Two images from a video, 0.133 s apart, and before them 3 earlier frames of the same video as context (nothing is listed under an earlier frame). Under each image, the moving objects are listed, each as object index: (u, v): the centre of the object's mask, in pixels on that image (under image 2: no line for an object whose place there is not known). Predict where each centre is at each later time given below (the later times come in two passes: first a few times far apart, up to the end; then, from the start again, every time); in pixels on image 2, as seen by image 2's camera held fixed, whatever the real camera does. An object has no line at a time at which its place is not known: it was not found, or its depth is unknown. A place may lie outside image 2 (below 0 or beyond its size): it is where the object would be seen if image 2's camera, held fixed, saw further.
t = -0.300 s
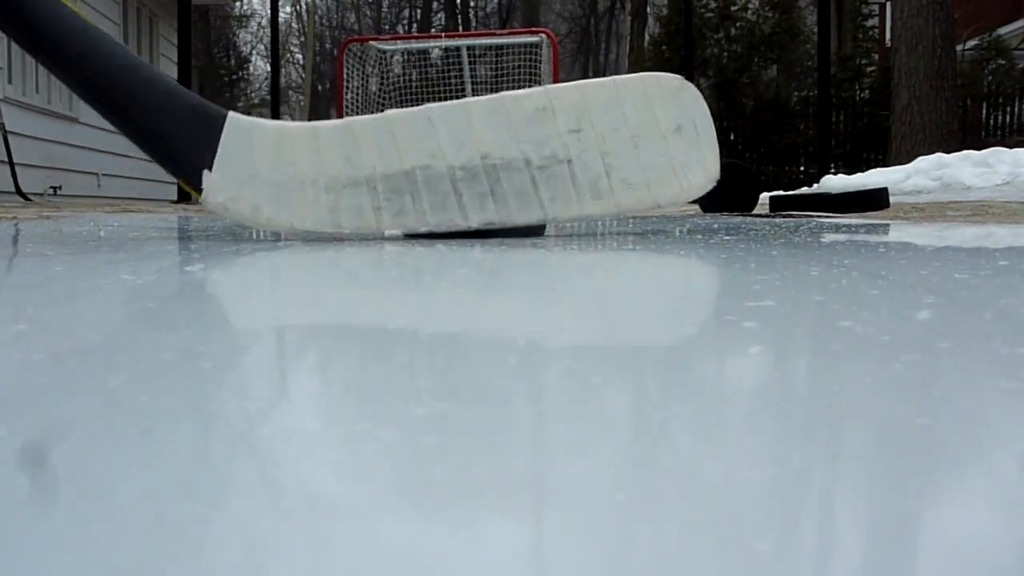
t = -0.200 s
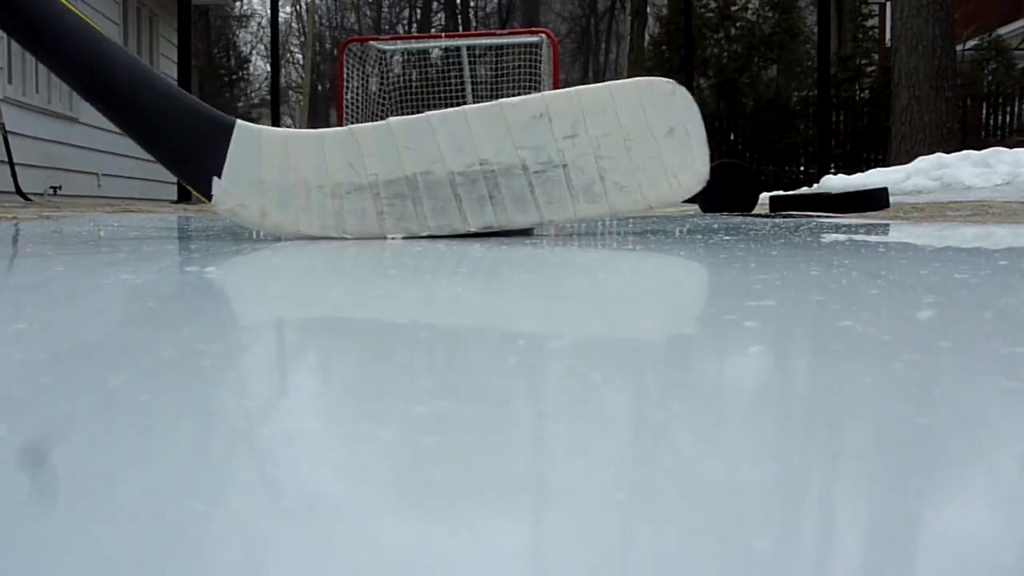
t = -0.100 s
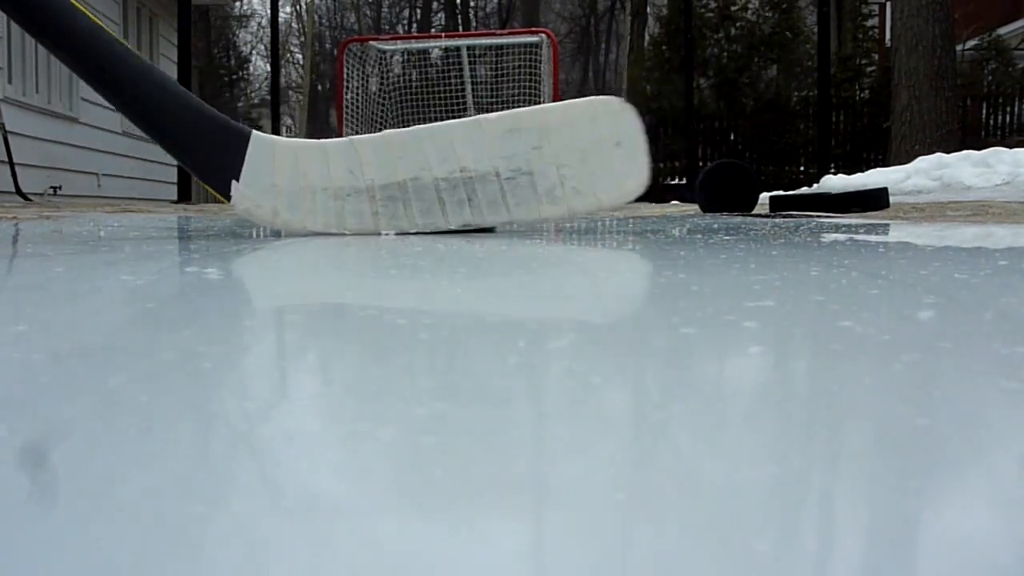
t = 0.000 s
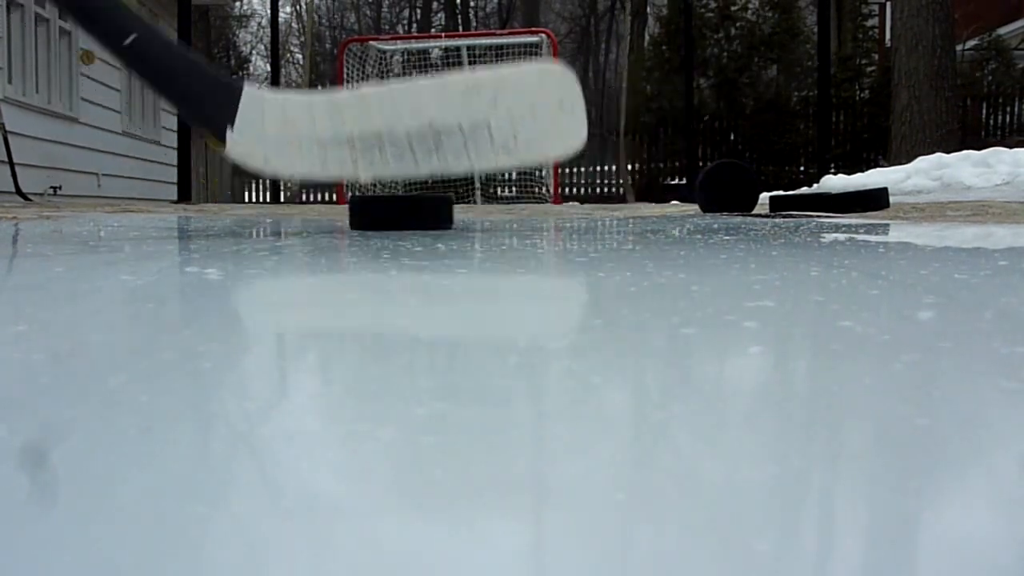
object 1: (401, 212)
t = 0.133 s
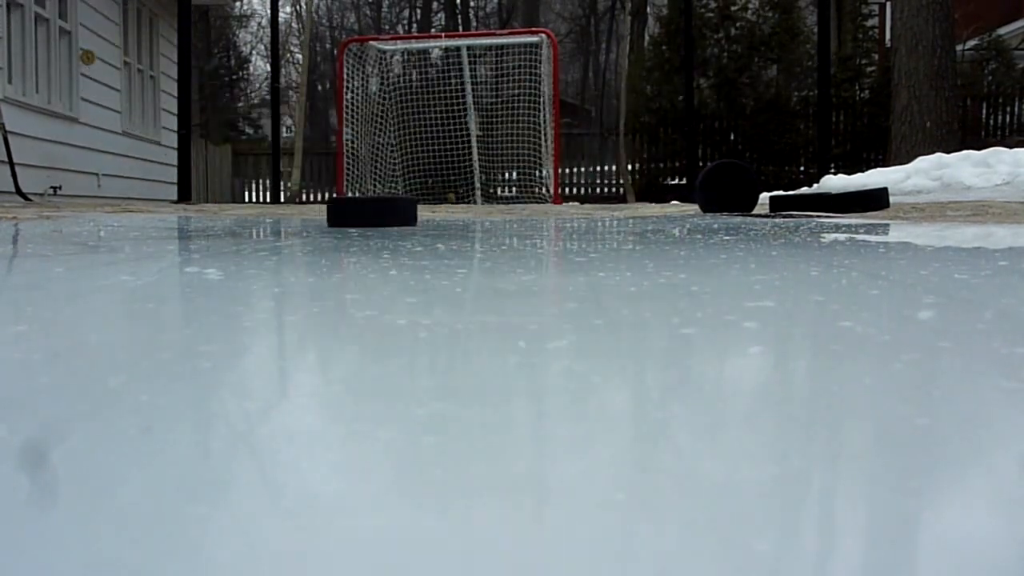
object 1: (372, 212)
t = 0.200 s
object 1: (362, 211)
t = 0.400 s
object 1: (345, 210)
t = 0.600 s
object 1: (337, 210)
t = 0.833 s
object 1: (334, 210)
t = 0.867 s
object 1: (334, 210)
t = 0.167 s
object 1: (367, 211)
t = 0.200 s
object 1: (362, 211)
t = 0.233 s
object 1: (358, 211)
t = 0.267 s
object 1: (355, 211)
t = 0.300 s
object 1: (352, 211)
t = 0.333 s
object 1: (349, 211)
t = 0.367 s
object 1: (347, 210)
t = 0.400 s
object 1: (345, 210)
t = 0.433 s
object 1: (343, 210)
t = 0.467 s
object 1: (342, 210)
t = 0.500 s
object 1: (340, 210)
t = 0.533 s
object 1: (339, 210)
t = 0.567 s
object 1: (338, 210)
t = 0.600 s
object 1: (337, 210)
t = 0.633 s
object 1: (336, 210)
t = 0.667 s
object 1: (336, 210)
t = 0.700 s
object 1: (335, 210)
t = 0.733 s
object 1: (335, 210)
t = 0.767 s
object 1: (334, 210)
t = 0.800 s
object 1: (334, 210)
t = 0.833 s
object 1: (334, 210)
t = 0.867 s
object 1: (334, 210)
